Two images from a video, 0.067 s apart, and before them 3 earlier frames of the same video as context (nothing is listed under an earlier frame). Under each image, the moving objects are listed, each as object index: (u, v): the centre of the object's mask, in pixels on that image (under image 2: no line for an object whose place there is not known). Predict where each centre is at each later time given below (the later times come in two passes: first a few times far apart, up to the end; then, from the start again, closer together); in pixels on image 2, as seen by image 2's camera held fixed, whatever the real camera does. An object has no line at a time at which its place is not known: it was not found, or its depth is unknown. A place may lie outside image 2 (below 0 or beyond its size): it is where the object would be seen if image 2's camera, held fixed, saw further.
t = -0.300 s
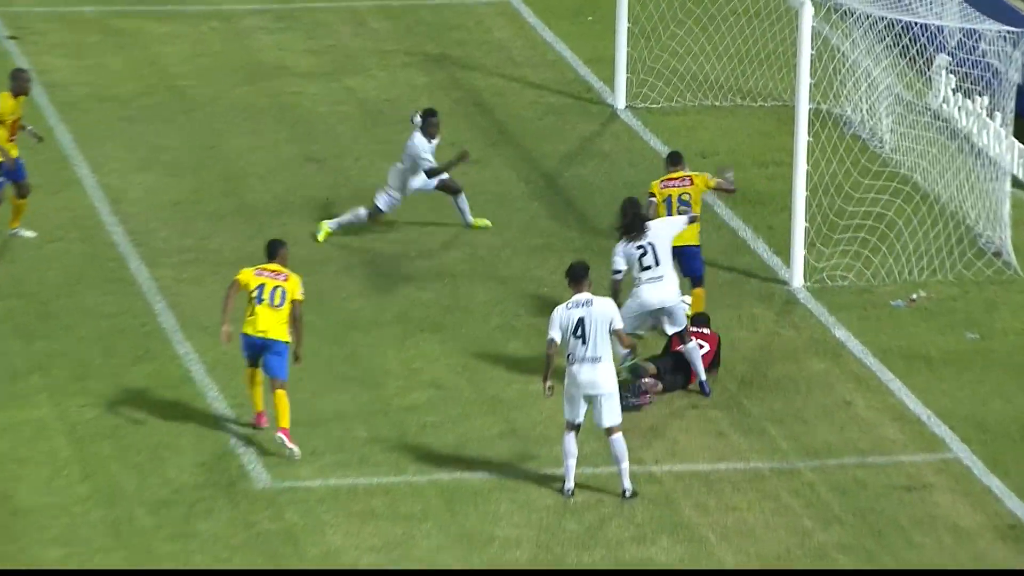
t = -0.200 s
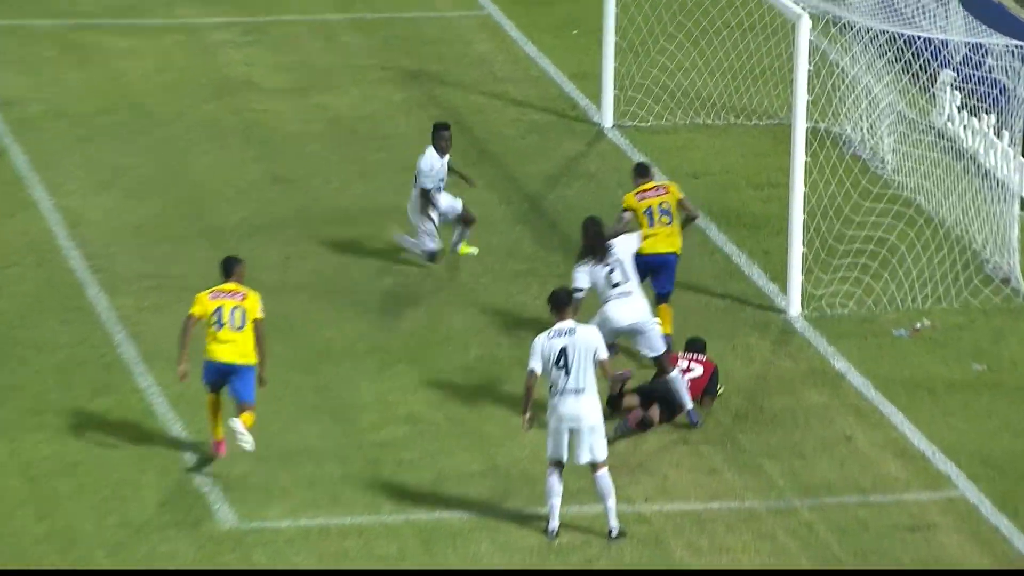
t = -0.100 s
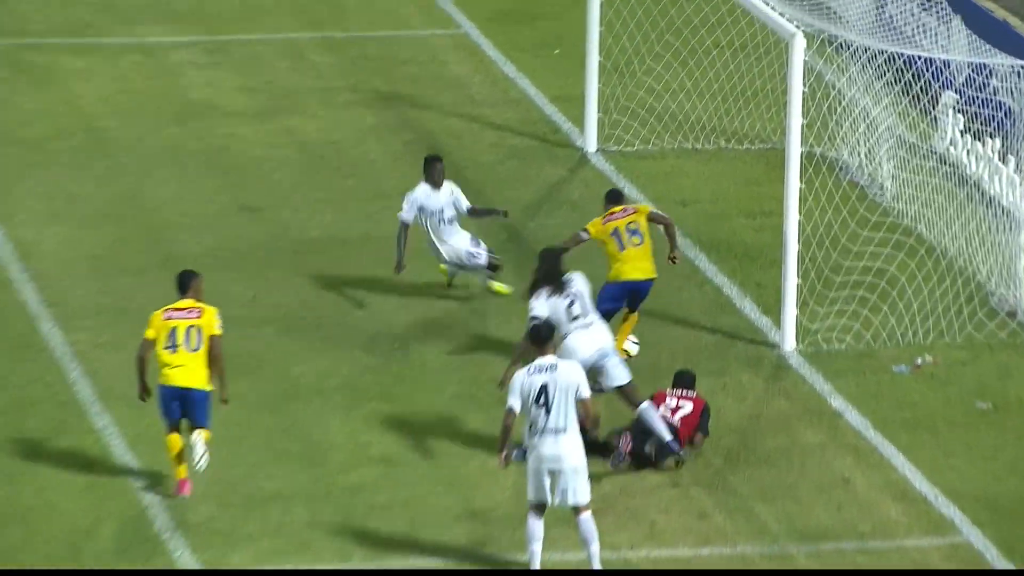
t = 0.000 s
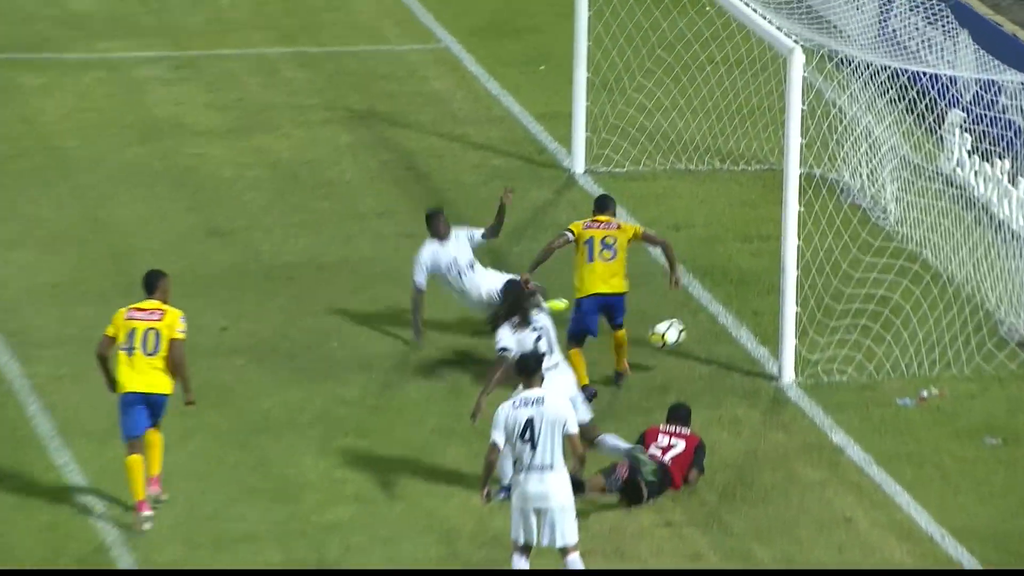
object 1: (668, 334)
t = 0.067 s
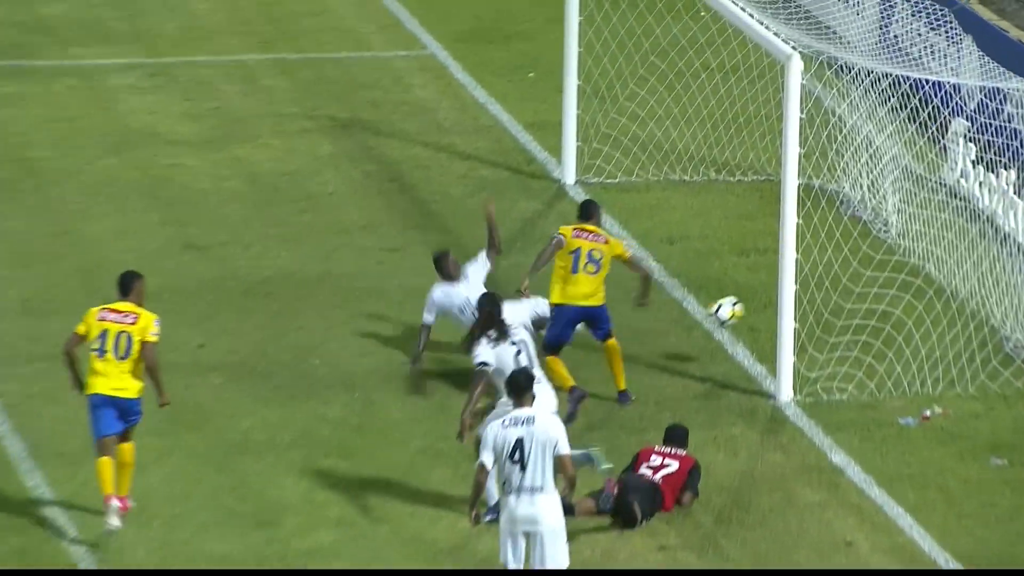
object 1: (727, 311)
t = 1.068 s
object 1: (769, 209)
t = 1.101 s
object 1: (760, 210)
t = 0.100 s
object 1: (758, 295)
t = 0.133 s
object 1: (800, 278)
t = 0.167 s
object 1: (821, 266)
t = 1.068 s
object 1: (769, 209)
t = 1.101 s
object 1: (760, 210)
